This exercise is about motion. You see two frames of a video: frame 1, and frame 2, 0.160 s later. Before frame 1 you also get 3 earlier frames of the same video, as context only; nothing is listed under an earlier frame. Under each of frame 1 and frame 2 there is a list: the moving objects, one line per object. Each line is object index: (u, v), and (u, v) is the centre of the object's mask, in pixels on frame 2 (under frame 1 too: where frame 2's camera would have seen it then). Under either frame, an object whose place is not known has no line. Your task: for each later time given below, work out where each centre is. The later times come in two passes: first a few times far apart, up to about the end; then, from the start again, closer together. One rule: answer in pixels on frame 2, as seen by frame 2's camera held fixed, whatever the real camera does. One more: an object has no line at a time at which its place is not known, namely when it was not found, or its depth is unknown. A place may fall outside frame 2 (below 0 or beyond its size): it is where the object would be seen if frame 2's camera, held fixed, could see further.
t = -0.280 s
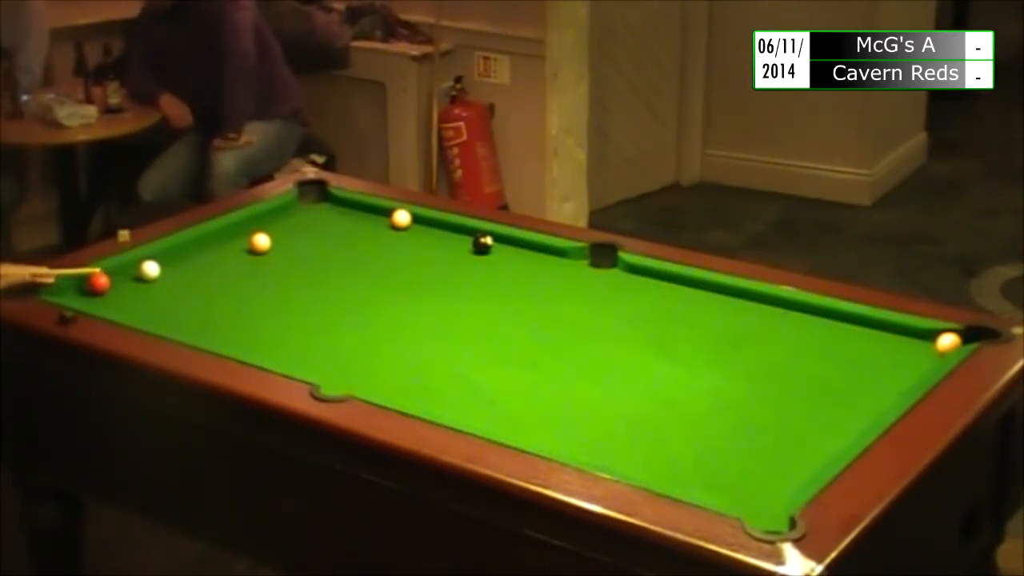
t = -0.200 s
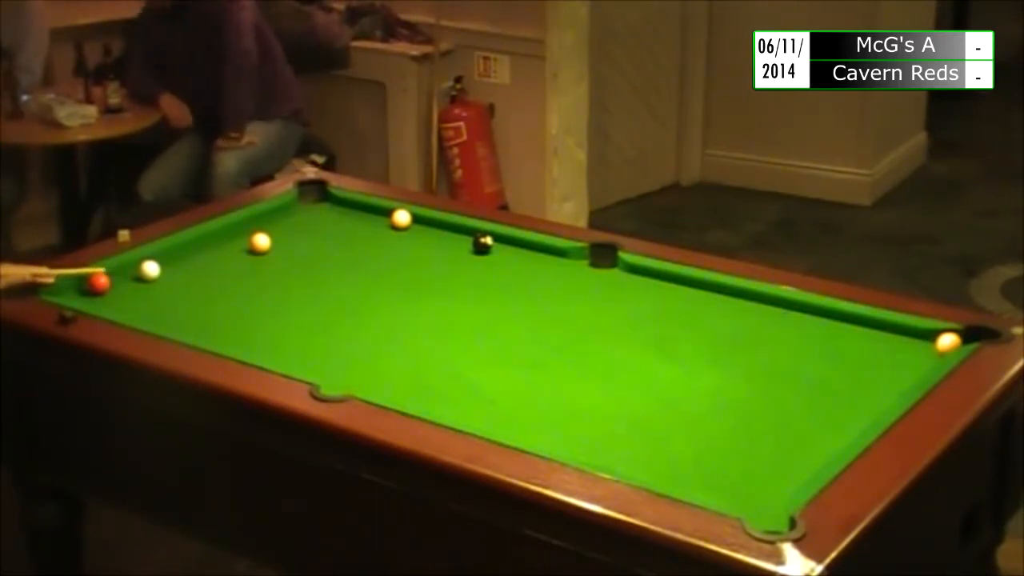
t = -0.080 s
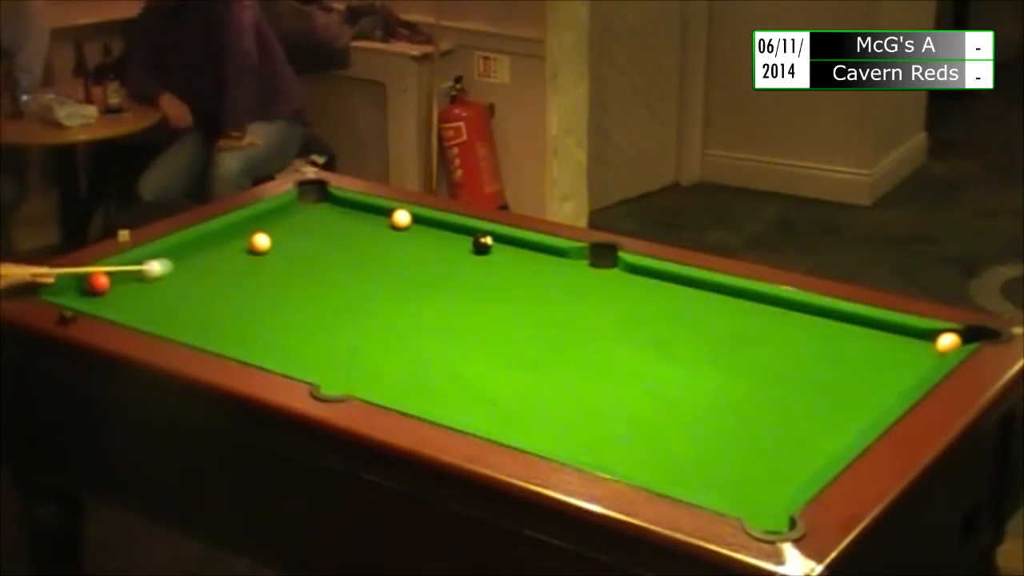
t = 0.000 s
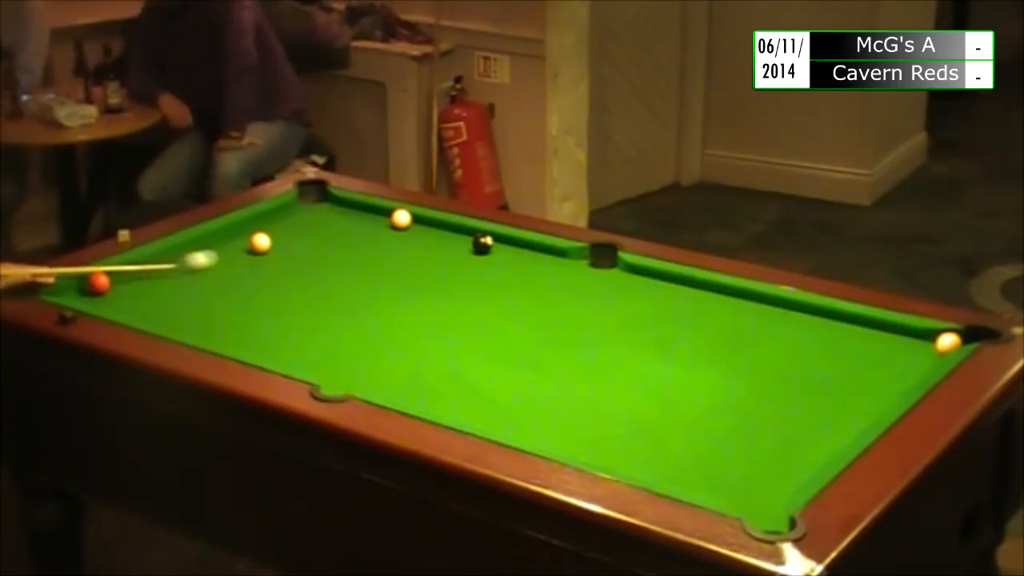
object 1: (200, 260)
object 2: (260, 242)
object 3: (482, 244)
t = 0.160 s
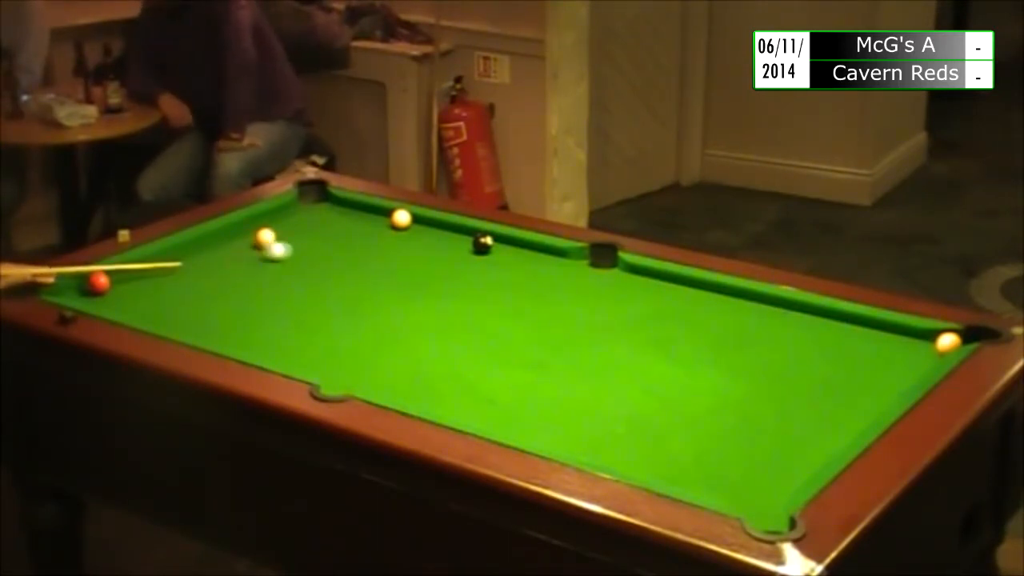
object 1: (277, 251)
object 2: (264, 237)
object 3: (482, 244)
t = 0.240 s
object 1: (309, 250)
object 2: (270, 232)
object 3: (482, 244)
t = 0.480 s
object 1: (404, 249)
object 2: (285, 218)
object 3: (482, 244)
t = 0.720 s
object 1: (485, 253)
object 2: (297, 205)
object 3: (491, 238)
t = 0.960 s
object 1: (542, 264)
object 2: (309, 194)
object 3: (489, 244)
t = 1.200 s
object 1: (599, 275)
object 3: (480, 249)
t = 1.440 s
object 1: (653, 285)
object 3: (473, 255)
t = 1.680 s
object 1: (706, 296)
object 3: (467, 258)
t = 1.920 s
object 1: (758, 306)
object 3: (463, 261)
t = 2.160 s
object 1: (807, 315)
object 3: (460, 262)
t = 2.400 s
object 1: (854, 324)
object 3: (459, 263)
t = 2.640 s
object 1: (899, 331)
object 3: (459, 262)
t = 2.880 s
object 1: (933, 336)
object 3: (459, 263)
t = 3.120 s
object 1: (935, 335)
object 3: (459, 262)
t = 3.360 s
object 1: (935, 336)
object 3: (459, 263)
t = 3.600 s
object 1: (935, 335)
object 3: (459, 263)
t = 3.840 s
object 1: (935, 335)
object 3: (459, 263)
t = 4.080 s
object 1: (935, 335)
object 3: (459, 263)
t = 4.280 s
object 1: (935, 335)
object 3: (459, 262)
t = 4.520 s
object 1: (935, 335)
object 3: (459, 262)
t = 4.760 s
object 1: (936, 336)
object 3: (459, 263)
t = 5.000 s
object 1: (936, 335)
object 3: (459, 263)
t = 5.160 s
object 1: (935, 336)
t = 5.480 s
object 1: (936, 335)
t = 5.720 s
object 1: (938, 336)
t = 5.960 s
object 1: (937, 336)
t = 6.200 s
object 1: (938, 336)
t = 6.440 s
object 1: (938, 336)
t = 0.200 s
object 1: (292, 250)
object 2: (267, 235)
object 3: (482, 244)
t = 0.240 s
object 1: (309, 250)
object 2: (270, 232)
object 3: (482, 244)
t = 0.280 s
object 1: (325, 250)
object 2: (272, 230)
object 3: (482, 244)
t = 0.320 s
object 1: (341, 250)
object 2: (275, 227)
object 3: (482, 244)
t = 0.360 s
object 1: (357, 250)
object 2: (277, 225)
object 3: (482, 244)
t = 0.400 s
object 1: (373, 250)
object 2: (280, 223)
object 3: (482, 244)
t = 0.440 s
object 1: (389, 249)
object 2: (282, 221)
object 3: (482, 244)
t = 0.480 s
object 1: (404, 249)
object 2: (285, 218)
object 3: (482, 244)
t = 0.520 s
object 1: (420, 249)
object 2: (287, 216)
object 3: (482, 244)
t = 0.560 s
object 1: (435, 249)
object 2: (289, 214)
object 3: (482, 244)
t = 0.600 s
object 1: (451, 249)
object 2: (291, 211)
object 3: (482, 244)
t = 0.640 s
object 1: (465, 249)
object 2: (293, 209)
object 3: (485, 243)
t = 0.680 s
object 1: (475, 250)
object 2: (296, 207)
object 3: (489, 241)
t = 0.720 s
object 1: (485, 253)
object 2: (297, 205)
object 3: (491, 238)
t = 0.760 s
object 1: (494, 255)
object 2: (299, 203)
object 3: (494, 238)
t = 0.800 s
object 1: (504, 256)
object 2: (301, 202)
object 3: (494, 239)
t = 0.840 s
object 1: (513, 258)
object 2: (304, 200)
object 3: (493, 241)
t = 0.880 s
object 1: (523, 260)
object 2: (305, 198)
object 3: (492, 242)
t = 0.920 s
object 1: (532, 262)
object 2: (307, 196)
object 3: (490, 243)
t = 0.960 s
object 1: (542, 264)
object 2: (309, 194)
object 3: (489, 244)
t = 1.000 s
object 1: (551, 266)
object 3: (488, 244)
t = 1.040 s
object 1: (561, 268)
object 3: (486, 245)
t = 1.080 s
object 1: (570, 269)
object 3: (485, 246)
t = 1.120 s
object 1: (580, 271)
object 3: (483, 247)
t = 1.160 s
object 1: (589, 273)
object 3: (481, 249)
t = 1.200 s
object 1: (599, 275)
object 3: (480, 249)
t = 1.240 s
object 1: (608, 276)
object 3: (479, 250)
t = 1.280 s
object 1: (617, 278)
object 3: (478, 252)
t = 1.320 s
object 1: (626, 280)
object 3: (476, 252)
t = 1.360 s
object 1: (635, 282)
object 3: (475, 253)
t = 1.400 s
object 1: (644, 284)
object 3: (474, 254)
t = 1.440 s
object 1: (653, 285)
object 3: (473, 255)
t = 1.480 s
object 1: (662, 287)
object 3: (472, 255)
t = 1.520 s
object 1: (671, 289)
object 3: (471, 256)
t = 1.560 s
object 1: (680, 291)
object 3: (470, 257)
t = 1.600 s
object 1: (689, 292)
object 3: (469, 257)
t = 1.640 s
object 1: (698, 294)
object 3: (468, 258)
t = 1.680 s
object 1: (706, 296)
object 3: (467, 258)
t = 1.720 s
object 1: (715, 297)
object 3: (466, 258)
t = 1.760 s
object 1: (723, 299)
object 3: (465, 259)
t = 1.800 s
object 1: (732, 300)
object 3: (464, 259)
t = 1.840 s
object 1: (740, 302)
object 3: (463, 260)
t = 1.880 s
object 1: (748, 303)
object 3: (463, 260)
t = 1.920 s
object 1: (758, 306)
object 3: (463, 261)
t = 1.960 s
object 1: (766, 307)
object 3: (462, 261)
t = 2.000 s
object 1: (774, 309)
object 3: (462, 261)
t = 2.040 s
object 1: (782, 310)
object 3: (461, 261)
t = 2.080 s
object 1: (791, 312)
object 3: (461, 262)
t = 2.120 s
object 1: (799, 313)
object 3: (461, 262)
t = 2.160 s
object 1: (807, 315)
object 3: (460, 262)
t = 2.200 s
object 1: (815, 316)
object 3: (460, 262)
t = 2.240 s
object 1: (823, 318)
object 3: (460, 262)
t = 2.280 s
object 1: (831, 319)
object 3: (459, 262)
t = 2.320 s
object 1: (839, 320)
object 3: (459, 263)
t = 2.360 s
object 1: (846, 322)
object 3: (459, 263)
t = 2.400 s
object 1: (854, 324)
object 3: (459, 263)
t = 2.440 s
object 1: (862, 325)
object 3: (459, 263)
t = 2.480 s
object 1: (868, 325)
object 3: (459, 262)
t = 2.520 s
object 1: (877, 327)
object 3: (459, 262)
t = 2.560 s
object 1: (884, 328)
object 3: (459, 262)
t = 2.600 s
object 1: (892, 329)
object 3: (459, 262)
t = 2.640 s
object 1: (899, 331)
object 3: (459, 262)
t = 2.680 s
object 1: (906, 333)
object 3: (459, 262)
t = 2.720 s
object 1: (913, 334)
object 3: (459, 262)
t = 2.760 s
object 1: (921, 336)
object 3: (459, 263)
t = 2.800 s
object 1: (926, 336)
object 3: (459, 263)
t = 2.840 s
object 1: (931, 336)
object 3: (459, 263)
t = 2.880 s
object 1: (933, 336)
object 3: (459, 263)
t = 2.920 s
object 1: (935, 335)
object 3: (459, 263)
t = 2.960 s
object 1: (935, 335)
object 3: (459, 263)
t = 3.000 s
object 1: (936, 335)
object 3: (459, 263)
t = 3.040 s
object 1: (936, 335)
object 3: (459, 262)
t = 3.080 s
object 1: (936, 335)
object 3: (459, 262)
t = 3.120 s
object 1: (935, 335)
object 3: (459, 262)
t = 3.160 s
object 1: (935, 335)
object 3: (459, 262)
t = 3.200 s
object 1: (935, 335)
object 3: (459, 262)
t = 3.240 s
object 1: (935, 335)
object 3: (459, 262)
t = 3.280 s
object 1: (935, 335)
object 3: (459, 262)
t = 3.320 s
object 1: (935, 335)
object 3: (459, 263)
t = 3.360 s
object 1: (935, 336)
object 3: (459, 263)
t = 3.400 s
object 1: (935, 336)
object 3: (459, 263)
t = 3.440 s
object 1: (936, 336)
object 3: (459, 263)
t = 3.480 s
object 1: (936, 336)
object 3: (459, 263)
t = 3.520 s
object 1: (936, 336)
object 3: (459, 263)
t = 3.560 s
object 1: (936, 336)
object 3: (459, 263)
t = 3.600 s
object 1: (935, 335)
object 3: (459, 263)
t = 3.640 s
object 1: (935, 335)
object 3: (459, 263)
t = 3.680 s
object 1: (935, 335)
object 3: (459, 262)
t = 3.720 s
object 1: (936, 335)
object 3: (459, 262)
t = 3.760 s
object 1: (935, 335)
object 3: (459, 262)
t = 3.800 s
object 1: (935, 335)
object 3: (459, 262)
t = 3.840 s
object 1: (935, 335)
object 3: (459, 263)
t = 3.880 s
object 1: (935, 335)
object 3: (459, 263)
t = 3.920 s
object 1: (935, 335)
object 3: (459, 263)
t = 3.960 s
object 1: (936, 335)
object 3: (459, 262)
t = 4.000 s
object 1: (935, 335)
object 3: (459, 263)
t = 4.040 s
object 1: (935, 335)
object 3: (459, 263)
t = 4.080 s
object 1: (935, 335)
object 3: (459, 263)
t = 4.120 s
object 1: (935, 335)
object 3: (459, 263)
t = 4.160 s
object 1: (935, 335)
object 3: (459, 263)
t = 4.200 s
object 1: (935, 335)
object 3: (459, 263)
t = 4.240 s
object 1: (935, 335)
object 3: (459, 262)
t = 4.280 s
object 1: (935, 335)
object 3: (459, 262)
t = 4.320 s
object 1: (935, 335)
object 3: (459, 262)
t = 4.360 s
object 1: (935, 335)
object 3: (459, 262)
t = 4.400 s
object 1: (935, 335)
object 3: (459, 262)
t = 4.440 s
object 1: (935, 335)
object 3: (459, 262)
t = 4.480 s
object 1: (935, 336)
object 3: (459, 262)
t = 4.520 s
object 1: (935, 335)
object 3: (459, 262)
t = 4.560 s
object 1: (935, 335)
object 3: (459, 262)
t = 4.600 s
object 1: (936, 336)
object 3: (459, 262)
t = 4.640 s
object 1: (935, 336)
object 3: (459, 263)
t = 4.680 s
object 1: (936, 336)
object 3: (459, 262)
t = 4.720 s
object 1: (935, 335)
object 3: (459, 263)
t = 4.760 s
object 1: (936, 336)
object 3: (459, 263)
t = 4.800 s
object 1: (936, 335)
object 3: (459, 263)
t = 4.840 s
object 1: (936, 335)
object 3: (459, 262)
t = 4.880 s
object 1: (936, 335)
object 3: (459, 262)
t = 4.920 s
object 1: (936, 335)
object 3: (459, 263)
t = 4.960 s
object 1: (935, 335)
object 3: (459, 263)
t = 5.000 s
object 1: (936, 335)
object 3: (459, 263)
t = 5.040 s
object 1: (936, 336)
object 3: (459, 263)
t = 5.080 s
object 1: (935, 335)
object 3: (459, 263)
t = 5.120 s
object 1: (935, 335)
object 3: (459, 263)
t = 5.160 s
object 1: (935, 336)
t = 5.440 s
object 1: (936, 335)
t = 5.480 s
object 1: (936, 335)
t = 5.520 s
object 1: (936, 335)
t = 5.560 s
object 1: (936, 335)
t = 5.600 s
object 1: (936, 336)
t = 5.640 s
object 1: (936, 335)
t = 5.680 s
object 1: (936, 336)
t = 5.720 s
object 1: (938, 336)
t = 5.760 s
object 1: (937, 336)
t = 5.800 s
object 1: (937, 336)
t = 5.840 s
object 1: (937, 336)
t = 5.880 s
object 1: (937, 336)
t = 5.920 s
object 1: (937, 336)
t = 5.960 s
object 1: (937, 336)
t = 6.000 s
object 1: (937, 336)
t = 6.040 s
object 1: (937, 335)
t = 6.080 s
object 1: (937, 335)
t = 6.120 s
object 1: (938, 336)
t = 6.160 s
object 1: (938, 336)
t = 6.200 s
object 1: (938, 336)
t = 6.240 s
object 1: (938, 336)
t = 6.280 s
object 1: (938, 336)
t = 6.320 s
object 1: (938, 336)
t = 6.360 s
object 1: (938, 336)
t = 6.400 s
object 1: (938, 336)
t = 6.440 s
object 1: (938, 336)
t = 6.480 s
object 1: (938, 336)
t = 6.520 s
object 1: (938, 336)
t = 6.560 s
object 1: (938, 336)
